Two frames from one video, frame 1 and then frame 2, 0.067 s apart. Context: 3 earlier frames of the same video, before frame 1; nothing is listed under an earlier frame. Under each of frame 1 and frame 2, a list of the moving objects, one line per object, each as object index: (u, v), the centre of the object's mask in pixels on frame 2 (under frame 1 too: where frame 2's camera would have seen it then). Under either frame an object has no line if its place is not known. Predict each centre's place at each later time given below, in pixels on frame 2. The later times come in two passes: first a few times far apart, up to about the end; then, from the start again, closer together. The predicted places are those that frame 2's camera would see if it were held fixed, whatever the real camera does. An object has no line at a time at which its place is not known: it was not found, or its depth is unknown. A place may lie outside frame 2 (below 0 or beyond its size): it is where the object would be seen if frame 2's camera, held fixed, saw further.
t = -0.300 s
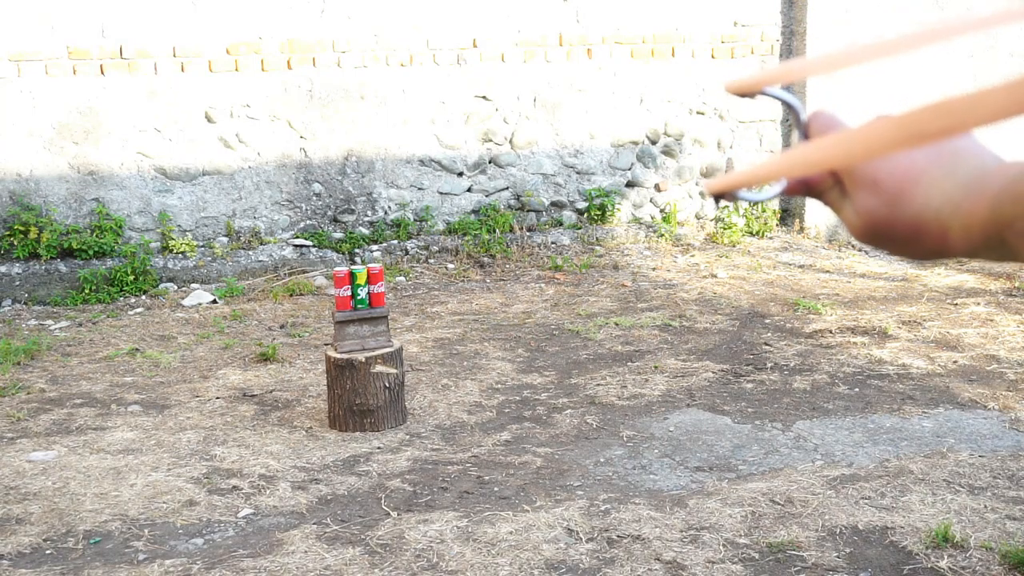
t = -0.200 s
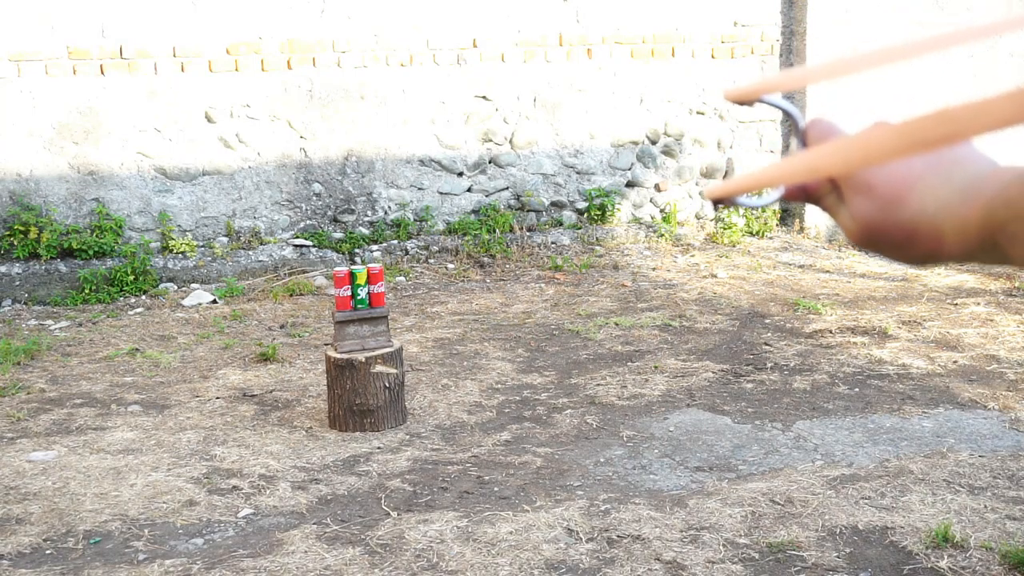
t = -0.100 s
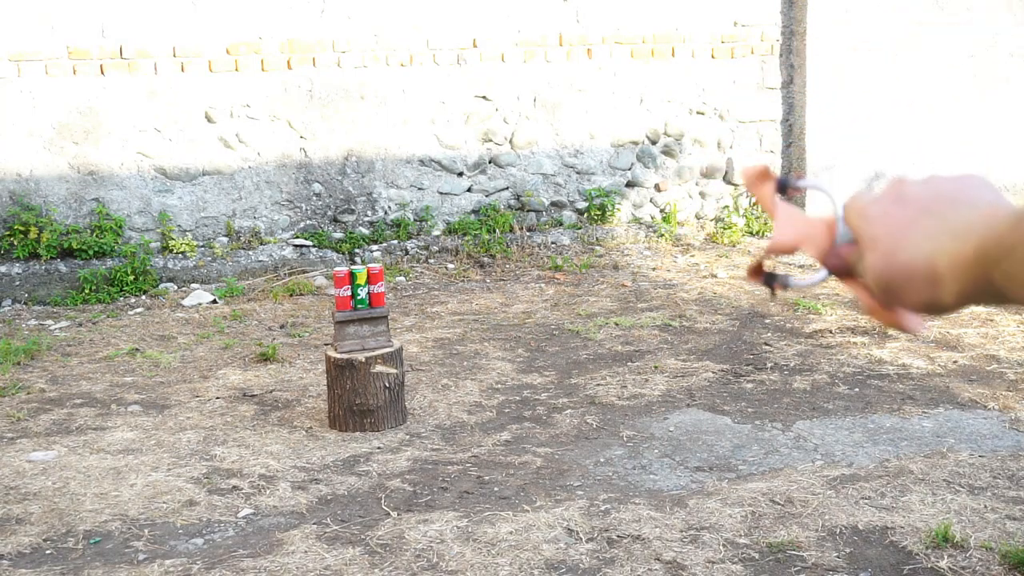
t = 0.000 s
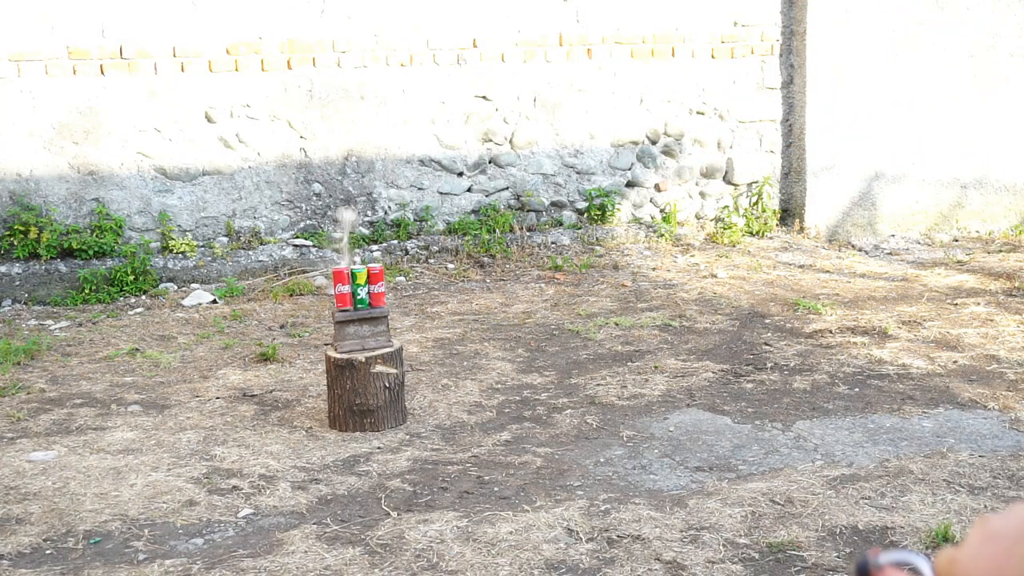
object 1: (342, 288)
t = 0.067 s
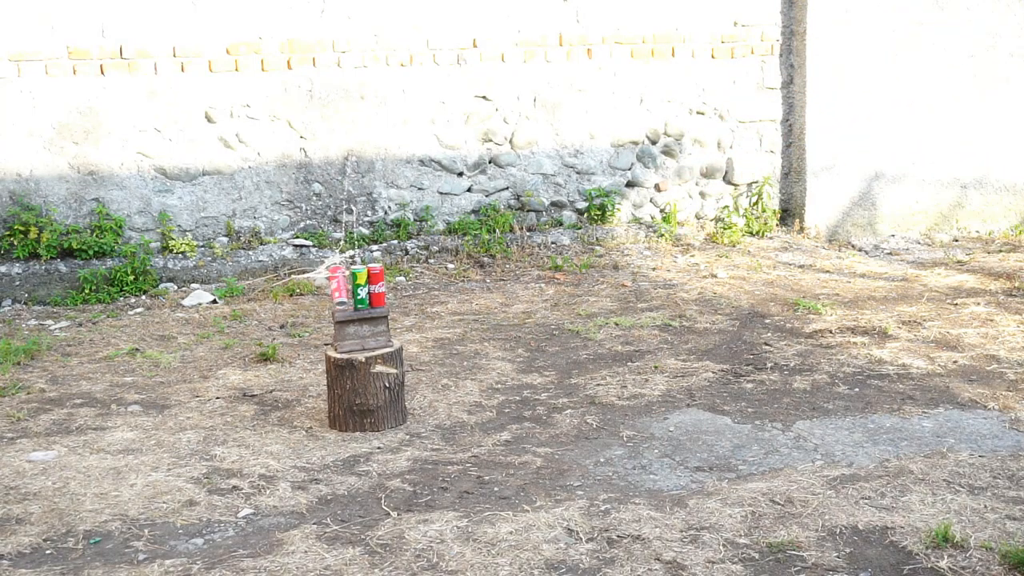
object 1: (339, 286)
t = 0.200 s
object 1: (333, 307)
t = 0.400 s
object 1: (304, 348)
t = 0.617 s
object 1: (281, 384)
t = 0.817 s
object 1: (282, 382)
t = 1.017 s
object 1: (281, 382)
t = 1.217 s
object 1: (282, 382)
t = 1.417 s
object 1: (281, 382)
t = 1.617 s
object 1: (281, 382)
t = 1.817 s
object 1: (281, 382)
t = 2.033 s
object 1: (281, 382)
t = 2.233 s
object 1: (281, 382)
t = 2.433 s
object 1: (281, 382)
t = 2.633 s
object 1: (282, 382)
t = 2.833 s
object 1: (282, 382)
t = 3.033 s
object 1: (282, 382)
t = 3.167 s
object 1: (282, 382)
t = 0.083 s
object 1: (338, 289)
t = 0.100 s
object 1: (338, 290)
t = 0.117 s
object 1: (337, 294)
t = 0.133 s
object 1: (337, 295)
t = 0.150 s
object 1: (336, 299)
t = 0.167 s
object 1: (336, 302)
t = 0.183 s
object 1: (334, 304)
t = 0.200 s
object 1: (333, 307)
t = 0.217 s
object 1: (331, 312)
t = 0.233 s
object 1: (330, 316)
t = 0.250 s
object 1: (328, 319)
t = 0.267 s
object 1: (325, 320)
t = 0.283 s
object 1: (322, 321)
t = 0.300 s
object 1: (319, 323)
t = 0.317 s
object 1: (316, 326)
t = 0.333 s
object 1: (315, 330)
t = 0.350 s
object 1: (313, 333)
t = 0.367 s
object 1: (310, 337)
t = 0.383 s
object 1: (307, 343)
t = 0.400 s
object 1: (304, 348)
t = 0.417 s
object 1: (301, 355)
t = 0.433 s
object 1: (298, 361)
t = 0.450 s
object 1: (297, 368)
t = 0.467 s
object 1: (294, 377)
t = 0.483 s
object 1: (293, 378)
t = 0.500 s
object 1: (290, 377)
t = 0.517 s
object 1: (289, 379)
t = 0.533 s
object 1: (287, 379)
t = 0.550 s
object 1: (286, 379)
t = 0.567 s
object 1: (285, 380)
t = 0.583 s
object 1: (284, 382)
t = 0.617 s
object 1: (281, 384)
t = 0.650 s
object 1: (280, 383)
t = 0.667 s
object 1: (280, 382)
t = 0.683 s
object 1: (279, 382)
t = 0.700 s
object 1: (279, 382)
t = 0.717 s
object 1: (280, 382)
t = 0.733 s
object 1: (280, 382)
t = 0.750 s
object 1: (281, 382)
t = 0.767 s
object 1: (281, 382)
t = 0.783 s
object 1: (282, 382)
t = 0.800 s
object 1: (282, 382)
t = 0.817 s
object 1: (282, 382)
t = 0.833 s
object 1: (282, 382)
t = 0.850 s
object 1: (282, 382)
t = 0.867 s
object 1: (282, 382)
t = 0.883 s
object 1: (282, 382)
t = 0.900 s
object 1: (282, 382)
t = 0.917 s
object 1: (282, 382)
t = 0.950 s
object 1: (282, 382)
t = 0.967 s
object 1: (281, 382)
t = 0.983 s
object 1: (281, 382)
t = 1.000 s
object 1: (282, 382)
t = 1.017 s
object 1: (281, 382)
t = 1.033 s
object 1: (281, 382)
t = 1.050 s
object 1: (281, 382)
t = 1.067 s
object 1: (281, 382)
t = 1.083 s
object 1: (281, 382)
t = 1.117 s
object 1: (282, 382)
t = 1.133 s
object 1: (281, 382)
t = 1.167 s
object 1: (281, 382)
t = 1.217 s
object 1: (282, 382)
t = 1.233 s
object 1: (282, 382)
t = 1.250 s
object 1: (281, 382)
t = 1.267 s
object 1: (281, 382)
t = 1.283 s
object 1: (281, 382)
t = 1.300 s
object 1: (281, 382)
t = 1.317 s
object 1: (281, 382)
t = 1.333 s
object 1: (281, 382)
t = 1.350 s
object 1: (281, 382)
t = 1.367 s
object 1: (281, 382)
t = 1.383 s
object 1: (281, 382)
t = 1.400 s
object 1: (281, 382)
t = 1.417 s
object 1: (281, 382)
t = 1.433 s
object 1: (281, 382)
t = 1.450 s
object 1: (281, 382)
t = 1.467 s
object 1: (281, 382)
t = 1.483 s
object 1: (281, 382)
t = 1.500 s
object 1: (281, 382)
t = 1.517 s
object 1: (281, 382)
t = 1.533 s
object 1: (281, 382)
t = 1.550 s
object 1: (281, 382)
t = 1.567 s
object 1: (281, 382)
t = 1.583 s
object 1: (281, 382)
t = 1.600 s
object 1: (281, 382)
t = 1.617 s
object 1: (281, 382)
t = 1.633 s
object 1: (281, 382)
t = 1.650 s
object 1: (281, 382)
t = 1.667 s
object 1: (282, 382)
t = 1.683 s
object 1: (281, 382)
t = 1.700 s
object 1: (281, 382)
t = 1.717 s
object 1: (281, 382)
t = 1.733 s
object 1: (281, 382)
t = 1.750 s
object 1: (281, 382)
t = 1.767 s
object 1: (281, 382)
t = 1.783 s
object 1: (281, 382)
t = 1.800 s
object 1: (281, 382)
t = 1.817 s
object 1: (281, 382)
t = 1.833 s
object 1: (281, 382)
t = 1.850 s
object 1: (281, 382)
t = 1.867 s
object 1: (281, 382)
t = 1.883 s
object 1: (282, 382)
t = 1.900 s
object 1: (281, 382)
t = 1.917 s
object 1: (281, 382)
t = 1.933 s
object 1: (281, 382)
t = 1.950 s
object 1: (281, 382)
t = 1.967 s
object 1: (281, 382)
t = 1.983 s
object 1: (281, 382)
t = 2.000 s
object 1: (282, 382)
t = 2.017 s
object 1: (281, 382)
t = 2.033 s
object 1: (281, 382)
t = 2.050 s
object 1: (281, 382)
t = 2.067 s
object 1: (281, 382)
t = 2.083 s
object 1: (281, 382)
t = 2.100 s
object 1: (281, 382)
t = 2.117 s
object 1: (281, 382)
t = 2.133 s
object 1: (281, 382)
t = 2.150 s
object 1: (281, 382)
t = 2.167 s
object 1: (281, 382)
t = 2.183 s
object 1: (281, 382)
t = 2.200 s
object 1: (281, 382)
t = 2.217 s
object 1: (281, 382)
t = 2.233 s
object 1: (281, 382)
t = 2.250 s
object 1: (281, 382)
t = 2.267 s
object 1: (281, 382)
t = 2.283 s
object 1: (281, 382)
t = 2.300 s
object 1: (281, 382)
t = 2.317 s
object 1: (281, 382)
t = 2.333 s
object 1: (281, 382)
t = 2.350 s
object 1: (281, 382)
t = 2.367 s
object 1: (281, 382)
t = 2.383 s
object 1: (281, 382)
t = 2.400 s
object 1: (282, 382)
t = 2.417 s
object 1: (281, 382)
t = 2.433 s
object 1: (281, 382)
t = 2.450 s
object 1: (282, 382)
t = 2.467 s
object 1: (281, 382)
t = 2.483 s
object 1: (281, 382)
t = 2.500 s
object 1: (281, 382)
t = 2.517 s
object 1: (281, 382)
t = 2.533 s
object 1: (281, 382)
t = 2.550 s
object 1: (282, 382)
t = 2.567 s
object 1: (282, 382)
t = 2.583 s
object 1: (281, 382)
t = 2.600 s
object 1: (281, 382)
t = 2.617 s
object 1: (281, 382)
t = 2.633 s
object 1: (282, 382)
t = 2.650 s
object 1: (282, 382)
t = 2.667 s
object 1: (282, 382)
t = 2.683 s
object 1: (281, 382)
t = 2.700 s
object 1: (281, 382)
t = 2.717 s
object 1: (282, 382)
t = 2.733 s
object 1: (282, 382)
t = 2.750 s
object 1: (281, 382)
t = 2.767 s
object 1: (281, 382)
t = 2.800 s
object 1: (281, 382)
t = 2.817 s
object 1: (282, 382)
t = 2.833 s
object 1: (282, 382)
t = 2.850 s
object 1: (281, 382)
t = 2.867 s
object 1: (281, 382)
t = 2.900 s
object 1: (282, 382)
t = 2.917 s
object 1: (282, 382)
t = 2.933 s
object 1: (281, 382)
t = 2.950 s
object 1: (281, 382)
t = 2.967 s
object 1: (282, 382)
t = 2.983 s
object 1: (281, 382)
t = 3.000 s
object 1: (282, 382)
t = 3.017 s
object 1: (281, 382)
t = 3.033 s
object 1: (282, 382)
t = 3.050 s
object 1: (281, 382)
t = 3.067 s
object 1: (282, 382)
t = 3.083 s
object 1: (281, 382)
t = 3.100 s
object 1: (282, 382)
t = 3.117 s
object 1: (281, 382)
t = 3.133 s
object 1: (282, 382)
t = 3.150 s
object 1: (281, 382)
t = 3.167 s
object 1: (282, 382)
